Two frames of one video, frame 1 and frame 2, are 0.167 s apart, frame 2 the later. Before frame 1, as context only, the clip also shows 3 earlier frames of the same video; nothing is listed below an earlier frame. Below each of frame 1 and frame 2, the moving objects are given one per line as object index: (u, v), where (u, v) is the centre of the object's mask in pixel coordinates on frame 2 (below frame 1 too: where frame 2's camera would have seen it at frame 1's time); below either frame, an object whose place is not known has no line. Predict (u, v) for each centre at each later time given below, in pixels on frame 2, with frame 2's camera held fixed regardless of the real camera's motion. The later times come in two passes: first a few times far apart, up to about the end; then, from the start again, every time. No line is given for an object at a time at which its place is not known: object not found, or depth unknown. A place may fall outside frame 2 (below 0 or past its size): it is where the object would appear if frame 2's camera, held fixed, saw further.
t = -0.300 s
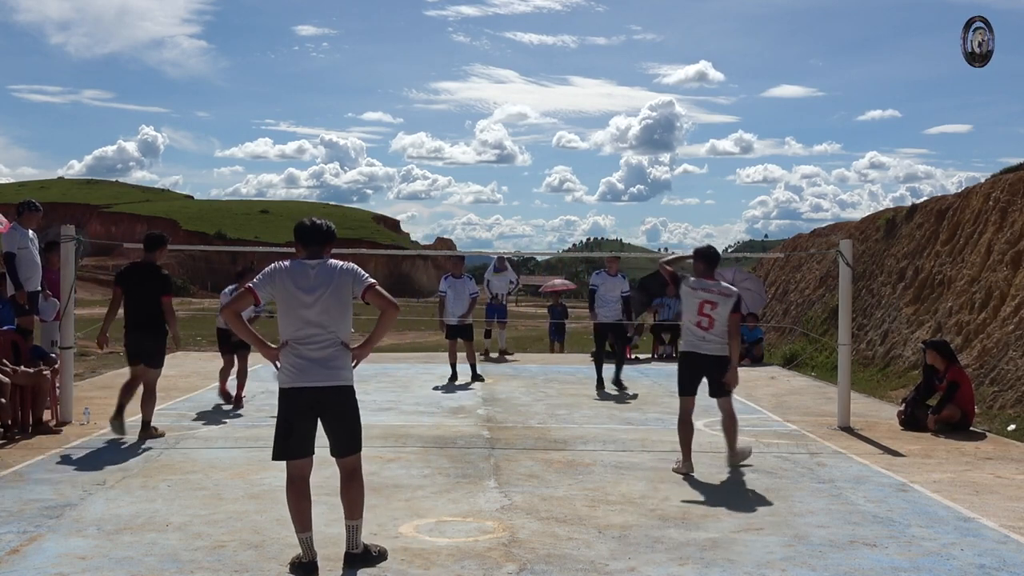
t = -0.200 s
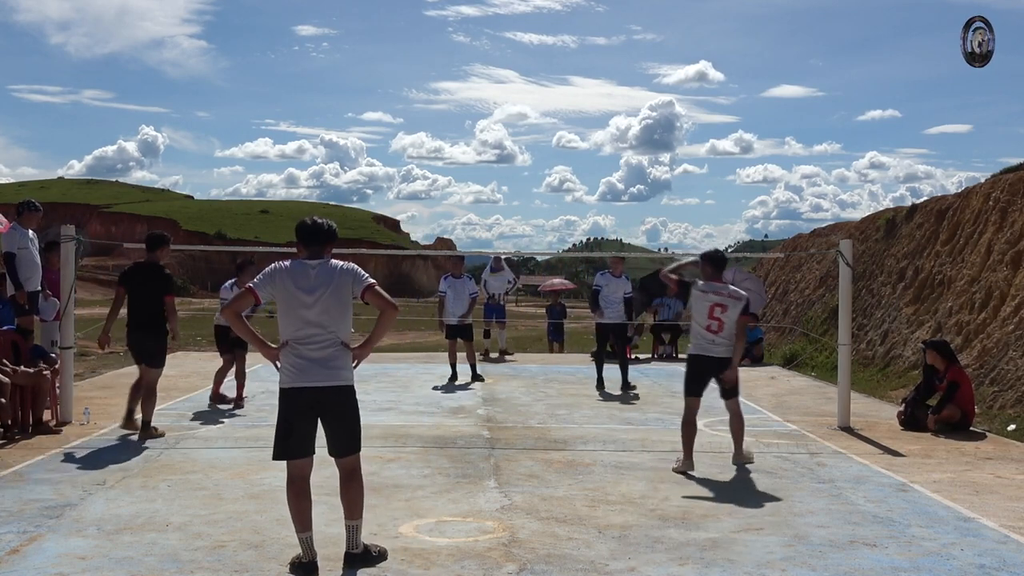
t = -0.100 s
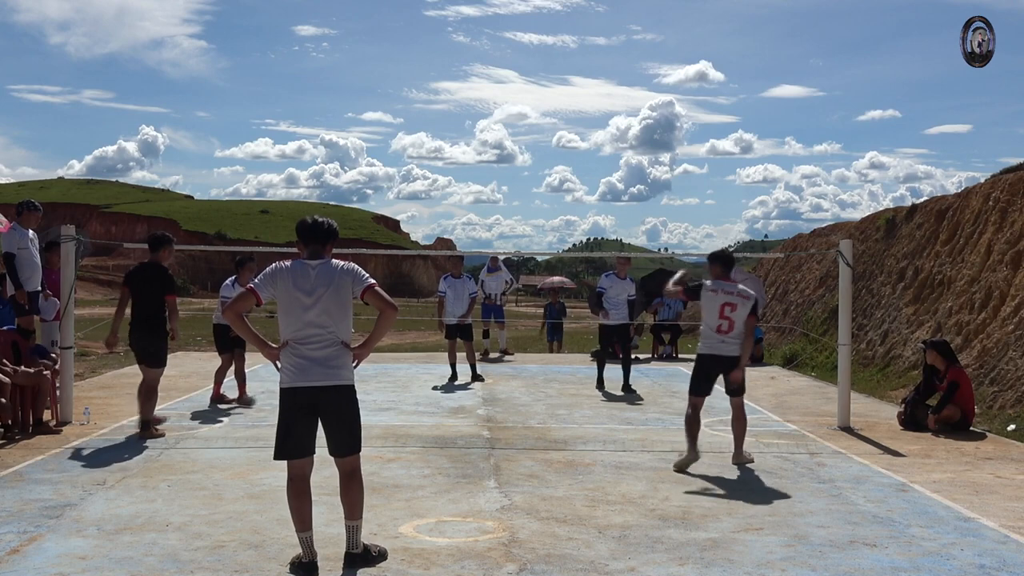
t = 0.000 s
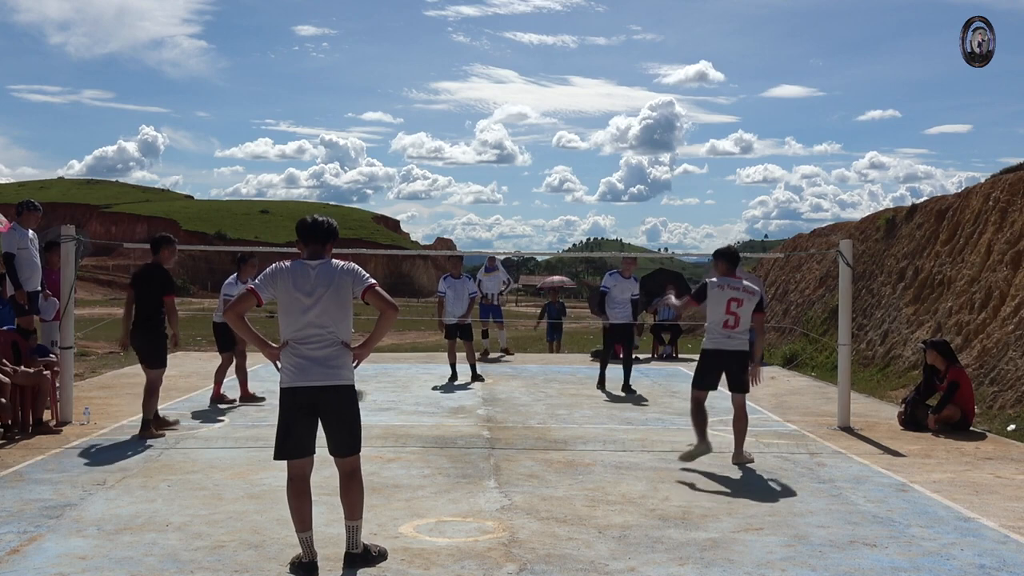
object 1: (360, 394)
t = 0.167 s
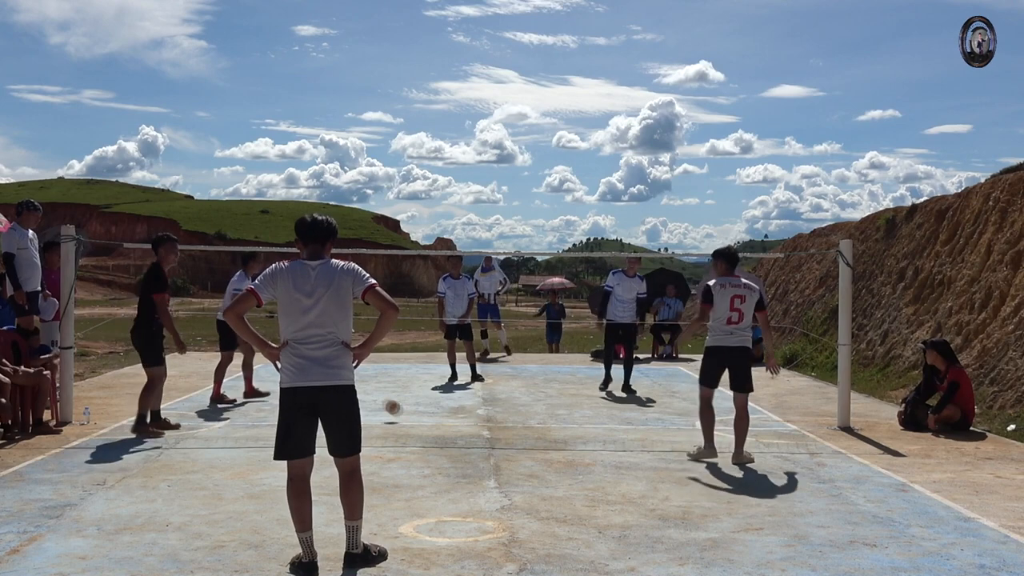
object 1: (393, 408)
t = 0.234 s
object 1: (406, 413)
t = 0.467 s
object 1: (453, 410)
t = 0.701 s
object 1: (502, 421)
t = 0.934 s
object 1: (555, 428)
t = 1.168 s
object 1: (609, 432)
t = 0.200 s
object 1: (399, 413)
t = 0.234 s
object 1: (406, 413)
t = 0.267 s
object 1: (413, 409)
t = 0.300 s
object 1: (419, 406)
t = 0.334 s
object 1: (426, 404)
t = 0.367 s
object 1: (433, 404)
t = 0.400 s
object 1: (439, 405)
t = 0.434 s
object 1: (446, 407)
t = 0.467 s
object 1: (453, 410)
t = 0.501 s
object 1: (459, 415)
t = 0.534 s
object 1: (467, 420)
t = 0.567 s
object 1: (473, 418)
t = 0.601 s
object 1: (481, 417)
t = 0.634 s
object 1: (488, 417)
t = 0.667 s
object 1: (495, 418)
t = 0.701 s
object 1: (502, 421)
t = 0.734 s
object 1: (509, 424)
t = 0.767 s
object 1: (518, 424)
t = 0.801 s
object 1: (525, 424)
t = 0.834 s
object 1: (532, 425)
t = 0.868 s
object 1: (541, 427)
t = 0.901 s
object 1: (548, 427)
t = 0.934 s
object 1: (555, 428)
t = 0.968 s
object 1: (563, 429)
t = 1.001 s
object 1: (571, 429)
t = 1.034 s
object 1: (579, 430)
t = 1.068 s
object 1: (587, 431)
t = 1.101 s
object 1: (594, 431)
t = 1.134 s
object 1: (602, 432)
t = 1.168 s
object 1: (609, 432)
